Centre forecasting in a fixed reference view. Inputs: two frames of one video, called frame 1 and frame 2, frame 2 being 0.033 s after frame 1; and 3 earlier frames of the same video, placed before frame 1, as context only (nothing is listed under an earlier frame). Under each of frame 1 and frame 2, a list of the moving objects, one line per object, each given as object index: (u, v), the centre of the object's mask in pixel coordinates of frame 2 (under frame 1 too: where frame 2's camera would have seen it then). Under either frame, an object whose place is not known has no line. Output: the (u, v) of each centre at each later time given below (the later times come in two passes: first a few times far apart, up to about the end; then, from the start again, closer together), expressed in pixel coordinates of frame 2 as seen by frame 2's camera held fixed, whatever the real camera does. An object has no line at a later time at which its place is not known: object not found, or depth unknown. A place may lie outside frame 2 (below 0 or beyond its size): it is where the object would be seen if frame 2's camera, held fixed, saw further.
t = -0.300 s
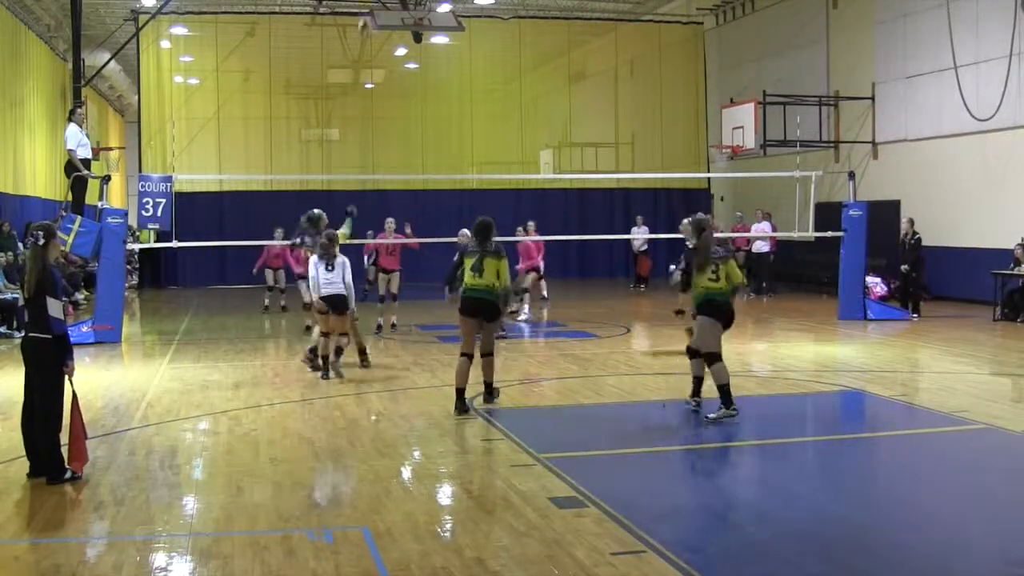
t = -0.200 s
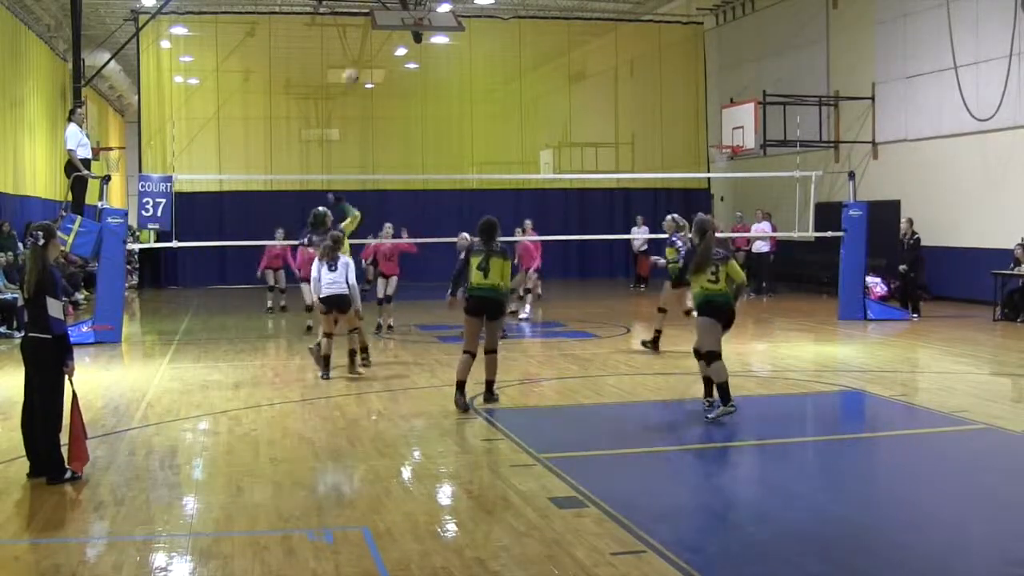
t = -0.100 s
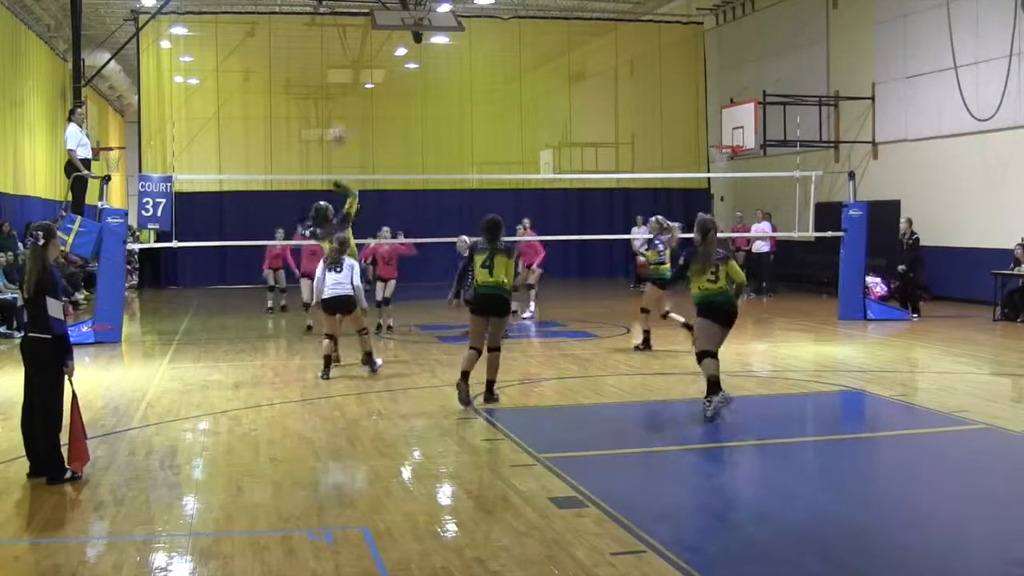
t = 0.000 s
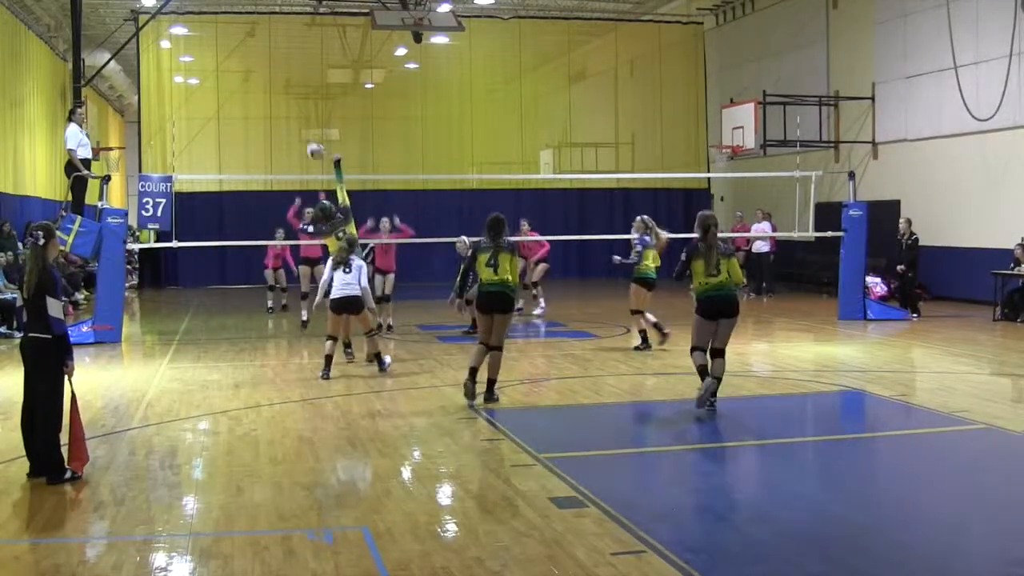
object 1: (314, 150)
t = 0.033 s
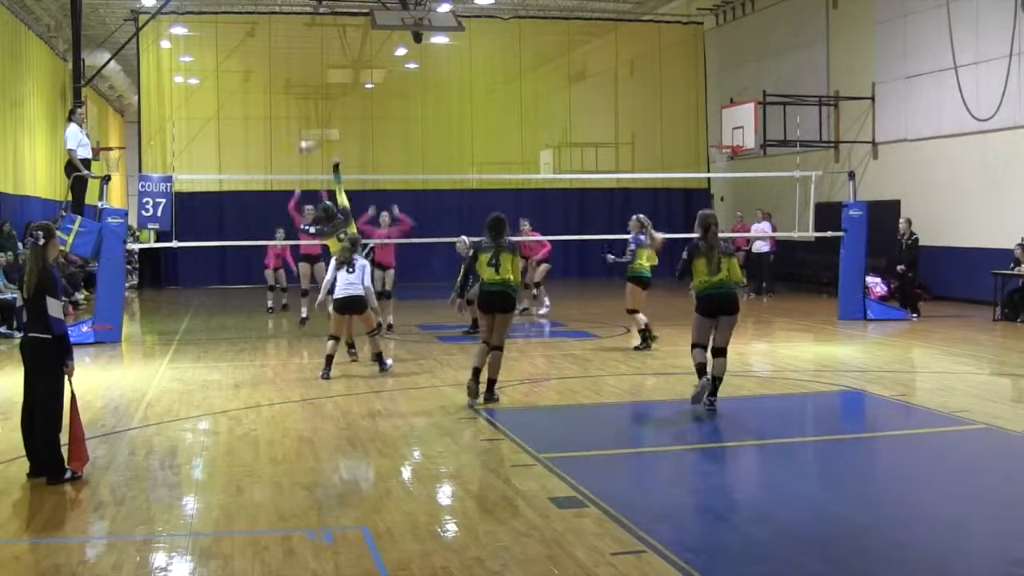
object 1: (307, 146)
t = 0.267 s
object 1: (261, 148)
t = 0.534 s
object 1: (221, 201)
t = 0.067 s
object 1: (299, 144)
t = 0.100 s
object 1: (293, 144)
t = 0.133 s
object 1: (286, 143)
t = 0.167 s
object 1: (275, 143)
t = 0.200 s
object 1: (271, 145)
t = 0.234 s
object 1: (268, 147)
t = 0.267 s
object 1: (261, 148)
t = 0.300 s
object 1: (250, 154)
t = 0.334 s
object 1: (248, 160)
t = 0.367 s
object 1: (245, 163)
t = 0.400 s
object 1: (239, 170)
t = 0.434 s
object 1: (235, 176)
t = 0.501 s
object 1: (224, 192)
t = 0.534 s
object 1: (221, 201)
